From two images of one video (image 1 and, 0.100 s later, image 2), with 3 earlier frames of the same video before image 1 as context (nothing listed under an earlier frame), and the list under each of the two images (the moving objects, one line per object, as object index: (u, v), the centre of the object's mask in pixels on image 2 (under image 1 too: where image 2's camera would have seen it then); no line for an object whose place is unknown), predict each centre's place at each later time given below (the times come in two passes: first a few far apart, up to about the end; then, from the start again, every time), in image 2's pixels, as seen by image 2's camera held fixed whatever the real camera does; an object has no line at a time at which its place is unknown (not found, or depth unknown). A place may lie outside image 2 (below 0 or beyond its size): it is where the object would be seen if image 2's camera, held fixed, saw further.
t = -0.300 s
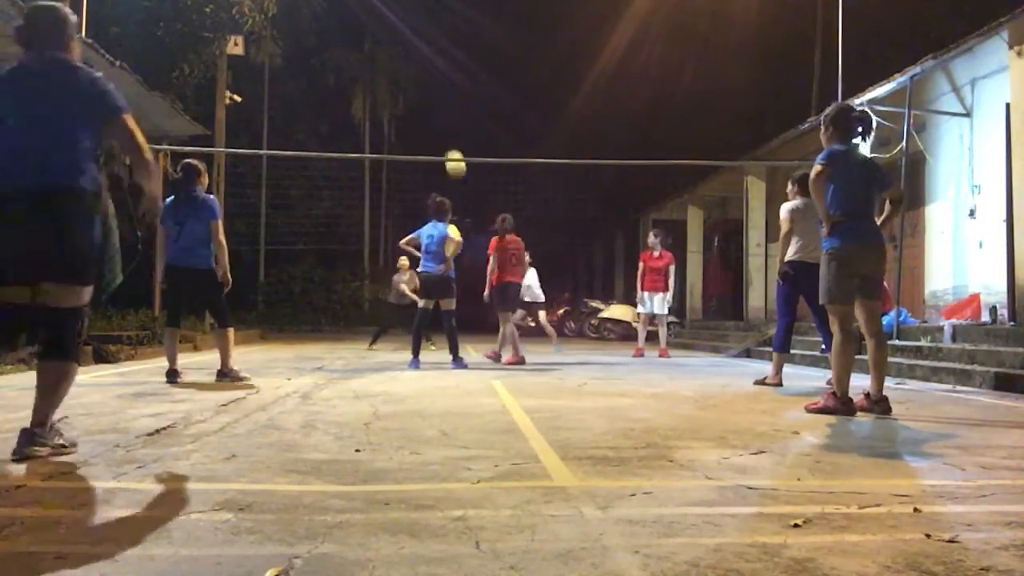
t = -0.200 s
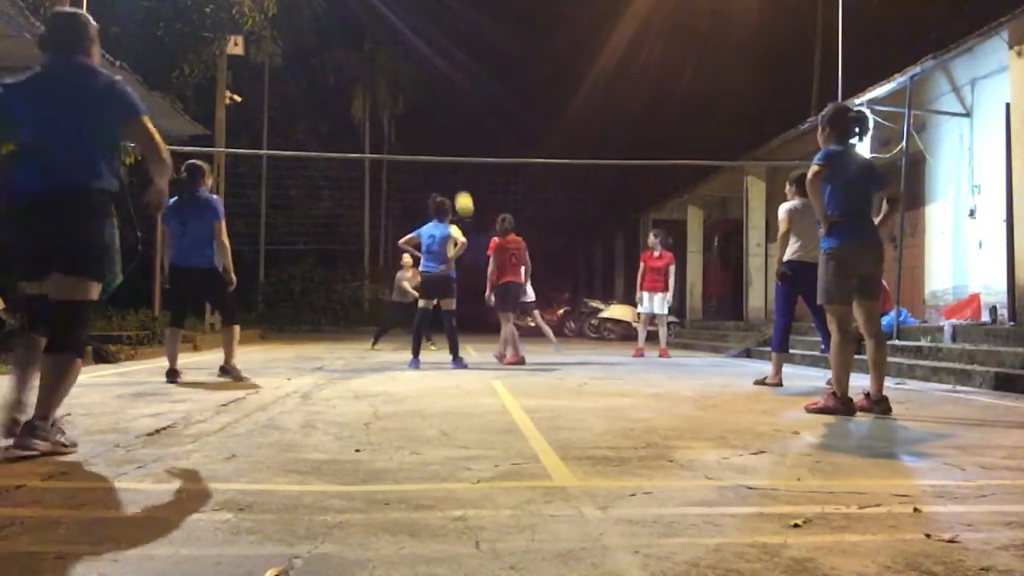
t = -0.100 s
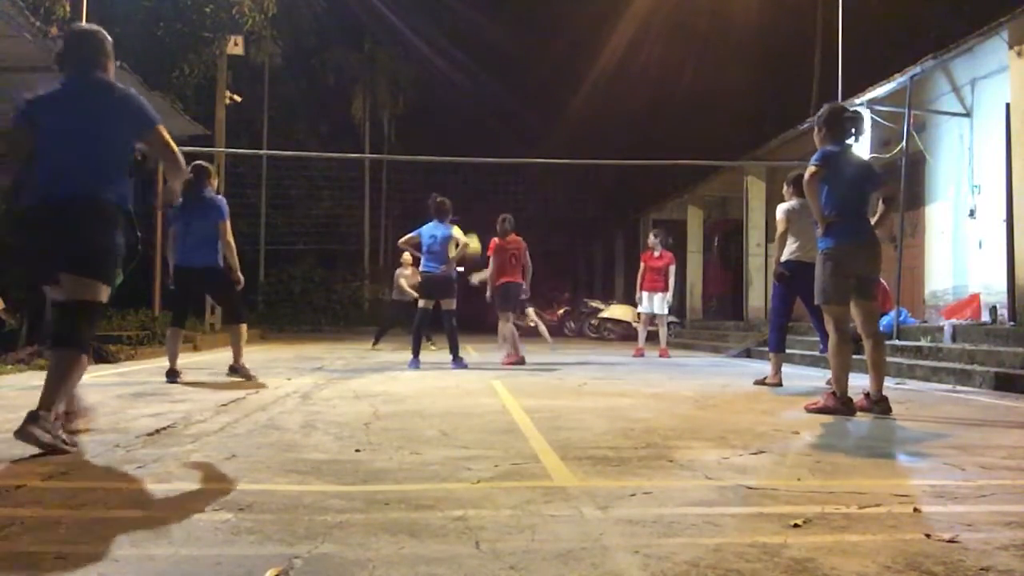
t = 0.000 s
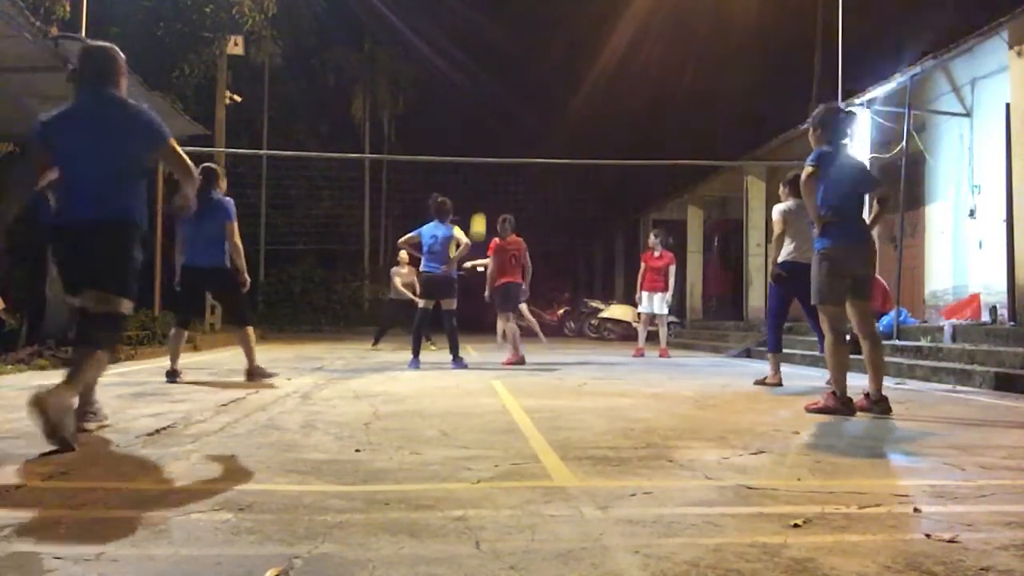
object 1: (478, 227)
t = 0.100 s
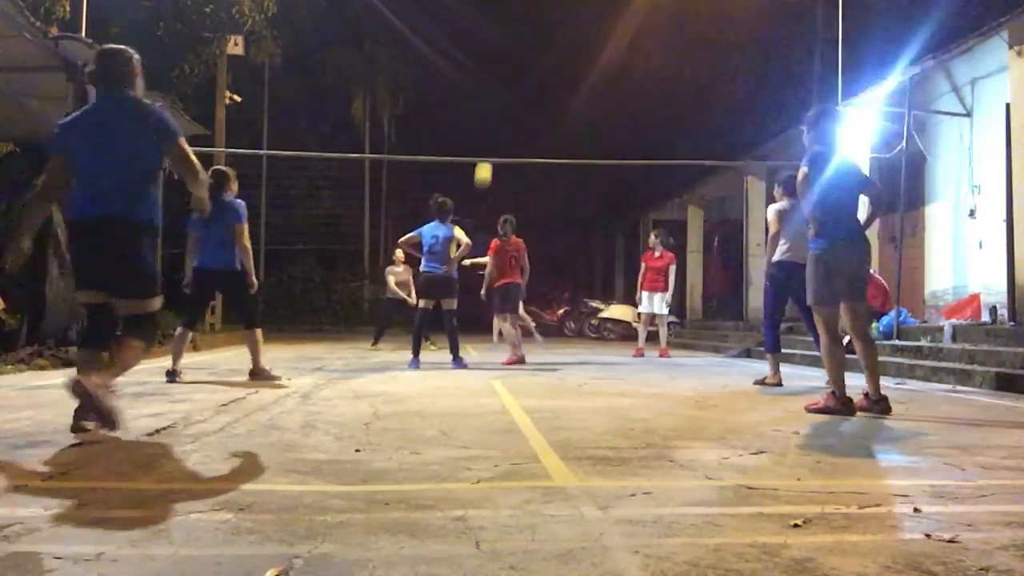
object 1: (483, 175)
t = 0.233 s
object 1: (489, 114)
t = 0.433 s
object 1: (499, 47)
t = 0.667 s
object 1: (510, 8)
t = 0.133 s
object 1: (485, 157)
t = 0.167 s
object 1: (487, 141)
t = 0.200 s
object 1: (488, 127)
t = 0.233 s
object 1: (489, 114)
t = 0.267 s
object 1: (491, 101)
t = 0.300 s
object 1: (492, 88)
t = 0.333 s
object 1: (494, 77)
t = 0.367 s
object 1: (495, 66)
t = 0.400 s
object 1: (497, 56)
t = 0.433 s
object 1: (499, 47)
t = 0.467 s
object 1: (501, 38)
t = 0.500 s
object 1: (502, 31)
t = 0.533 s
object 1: (504, 25)
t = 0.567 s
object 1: (505, 19)
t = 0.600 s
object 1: (506, 14)
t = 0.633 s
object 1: (508, 10)
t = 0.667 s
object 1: (510, 8)
